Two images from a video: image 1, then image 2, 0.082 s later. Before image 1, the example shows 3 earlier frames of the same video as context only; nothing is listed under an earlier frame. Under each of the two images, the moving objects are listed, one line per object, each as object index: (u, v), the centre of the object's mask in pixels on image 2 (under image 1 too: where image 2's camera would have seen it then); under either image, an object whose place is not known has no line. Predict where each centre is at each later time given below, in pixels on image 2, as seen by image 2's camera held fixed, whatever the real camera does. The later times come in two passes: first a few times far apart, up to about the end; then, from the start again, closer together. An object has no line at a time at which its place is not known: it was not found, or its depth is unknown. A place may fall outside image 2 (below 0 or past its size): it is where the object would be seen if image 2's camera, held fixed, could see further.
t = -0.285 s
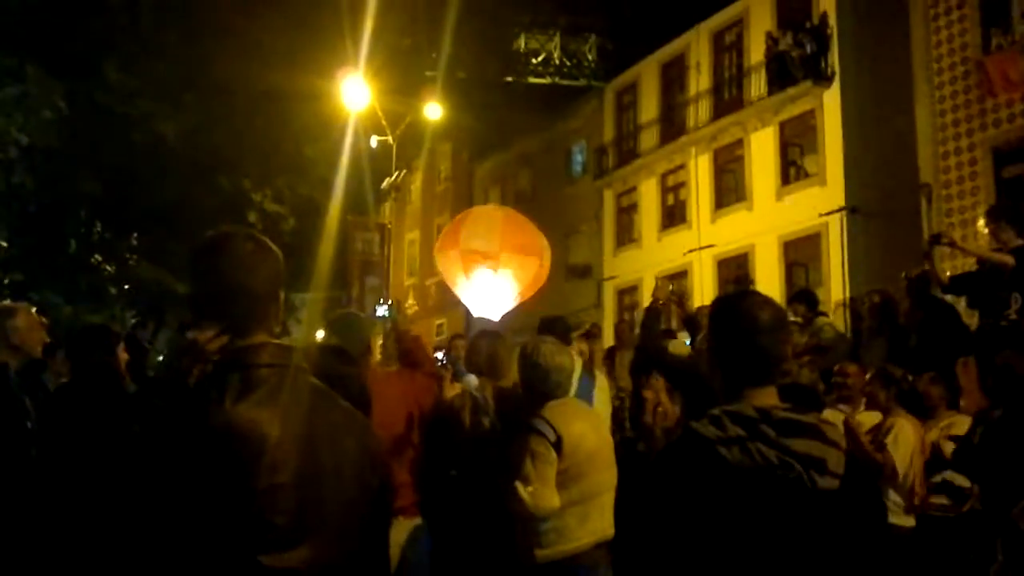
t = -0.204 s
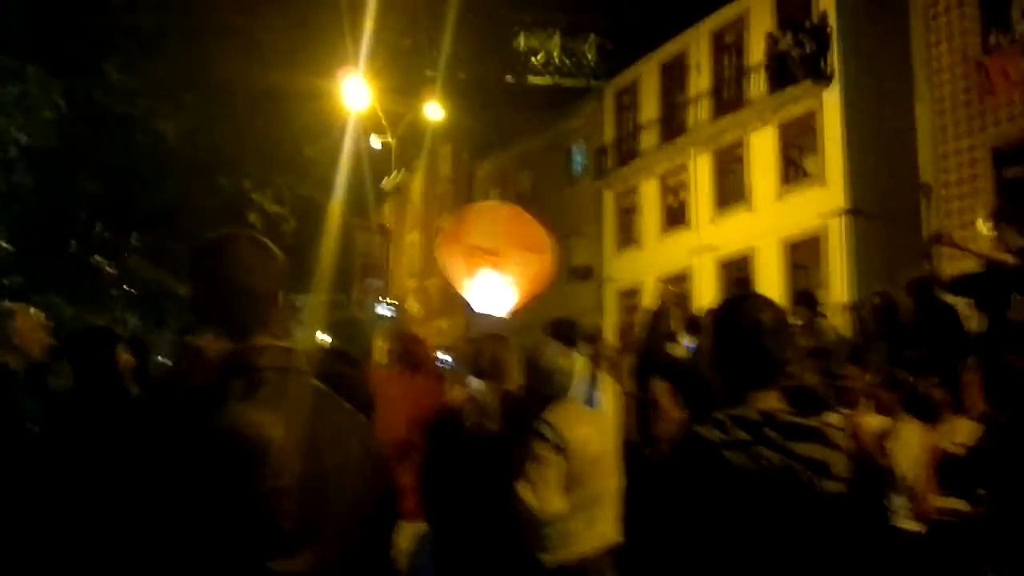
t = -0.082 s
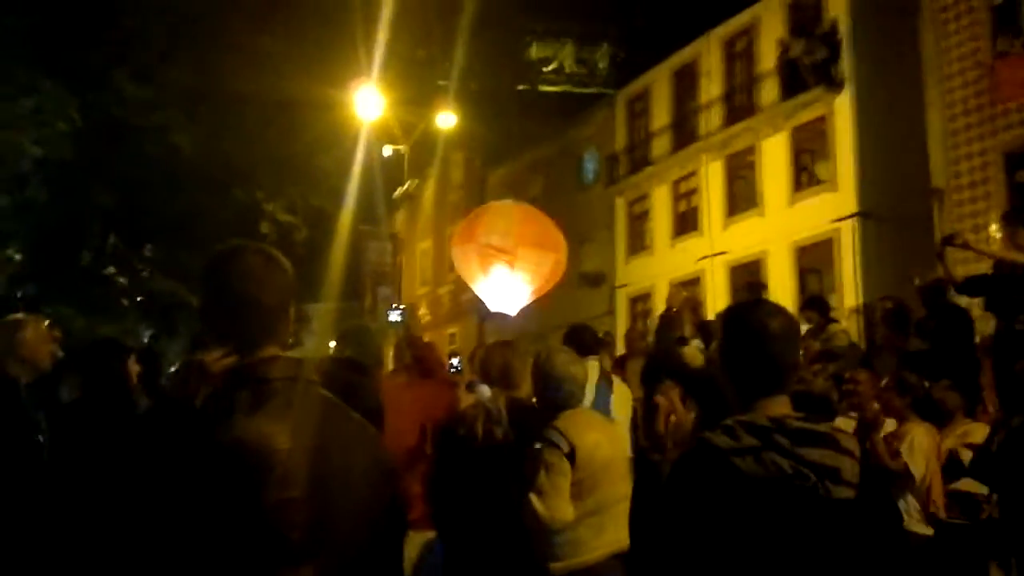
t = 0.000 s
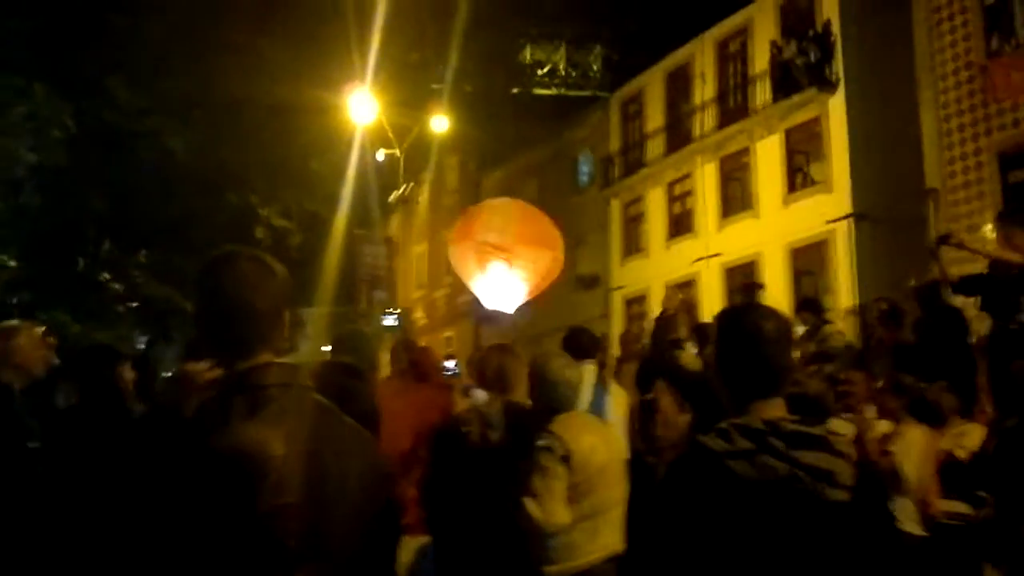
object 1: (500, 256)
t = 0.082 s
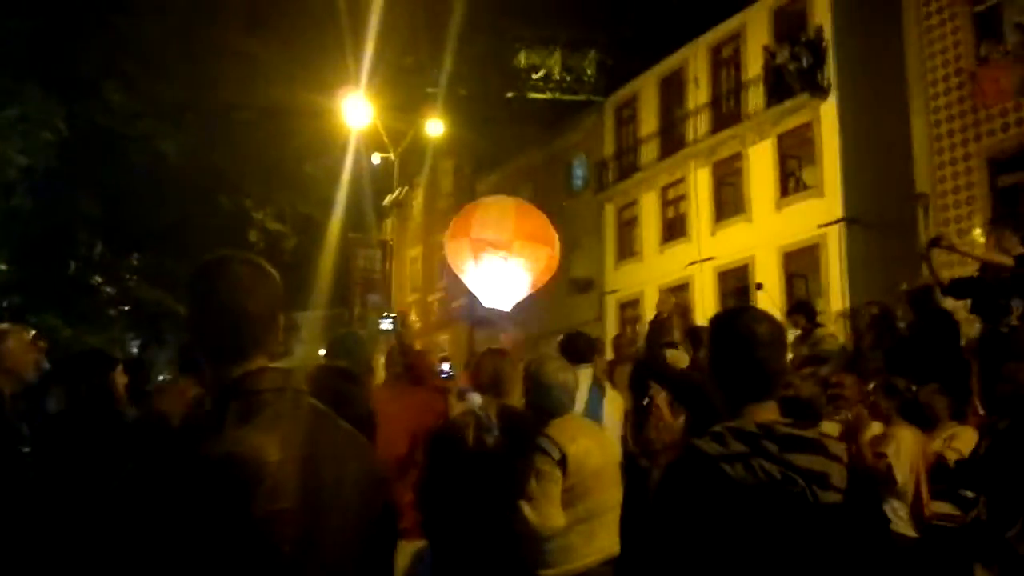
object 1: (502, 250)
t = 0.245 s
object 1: (505, 237)
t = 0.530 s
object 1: (512, 211)
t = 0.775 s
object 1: (518, 192)
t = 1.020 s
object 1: (523, 170)
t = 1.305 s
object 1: (529, 143)
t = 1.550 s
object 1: (535, 118)
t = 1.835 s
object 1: (543, 87)
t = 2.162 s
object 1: (552, 50)
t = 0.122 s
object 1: (502, 247)
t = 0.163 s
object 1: (503, 244)
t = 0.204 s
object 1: (504, 241)
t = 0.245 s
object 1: (505, 237)
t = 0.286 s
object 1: (506, 234)
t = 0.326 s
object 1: (506, 231)
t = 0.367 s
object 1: (508, 224)
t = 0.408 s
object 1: (509, 221)
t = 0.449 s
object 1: (510, 218)
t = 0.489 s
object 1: (511, 215)
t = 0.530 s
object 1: (512, 211)
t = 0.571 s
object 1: (513, 208)
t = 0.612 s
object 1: (514, 205)
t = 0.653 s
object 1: (514, 201)
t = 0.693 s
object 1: (515, 199)
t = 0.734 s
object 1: (517, 195)
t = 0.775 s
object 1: (518, 192)
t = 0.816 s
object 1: (519, 188)
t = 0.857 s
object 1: (520, 185)
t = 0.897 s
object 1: (520, 181)
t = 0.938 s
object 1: (521, 178)
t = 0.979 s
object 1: (522, 174)
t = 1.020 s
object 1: (523, 170)
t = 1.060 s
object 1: (524, 166)
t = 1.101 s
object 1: (525, 162)
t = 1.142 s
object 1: (525, 158)
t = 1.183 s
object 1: (526, 155)
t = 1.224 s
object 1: (527, 151)
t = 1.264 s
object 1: (528, 147)
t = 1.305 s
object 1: (529, 143)
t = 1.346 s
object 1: (530, 139)
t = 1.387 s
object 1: (531, 135)
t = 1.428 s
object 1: (532, 131)
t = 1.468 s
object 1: (532, 126)
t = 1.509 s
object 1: (534, 122)
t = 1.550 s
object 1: (535, 118)
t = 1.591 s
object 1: (536, 113)
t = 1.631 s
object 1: (537, 109)
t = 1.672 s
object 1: (538, 104)
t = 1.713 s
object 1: (539, 100)
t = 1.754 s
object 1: (540, 96)
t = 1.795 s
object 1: (541, 92)
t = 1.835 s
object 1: (543, 87)
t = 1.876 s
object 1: (543, 83)
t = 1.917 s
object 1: (544, 78)
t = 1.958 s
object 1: (546, 74)
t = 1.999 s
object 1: (547, 69)
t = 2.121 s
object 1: (550, 55)
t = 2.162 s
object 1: (552, 50)
